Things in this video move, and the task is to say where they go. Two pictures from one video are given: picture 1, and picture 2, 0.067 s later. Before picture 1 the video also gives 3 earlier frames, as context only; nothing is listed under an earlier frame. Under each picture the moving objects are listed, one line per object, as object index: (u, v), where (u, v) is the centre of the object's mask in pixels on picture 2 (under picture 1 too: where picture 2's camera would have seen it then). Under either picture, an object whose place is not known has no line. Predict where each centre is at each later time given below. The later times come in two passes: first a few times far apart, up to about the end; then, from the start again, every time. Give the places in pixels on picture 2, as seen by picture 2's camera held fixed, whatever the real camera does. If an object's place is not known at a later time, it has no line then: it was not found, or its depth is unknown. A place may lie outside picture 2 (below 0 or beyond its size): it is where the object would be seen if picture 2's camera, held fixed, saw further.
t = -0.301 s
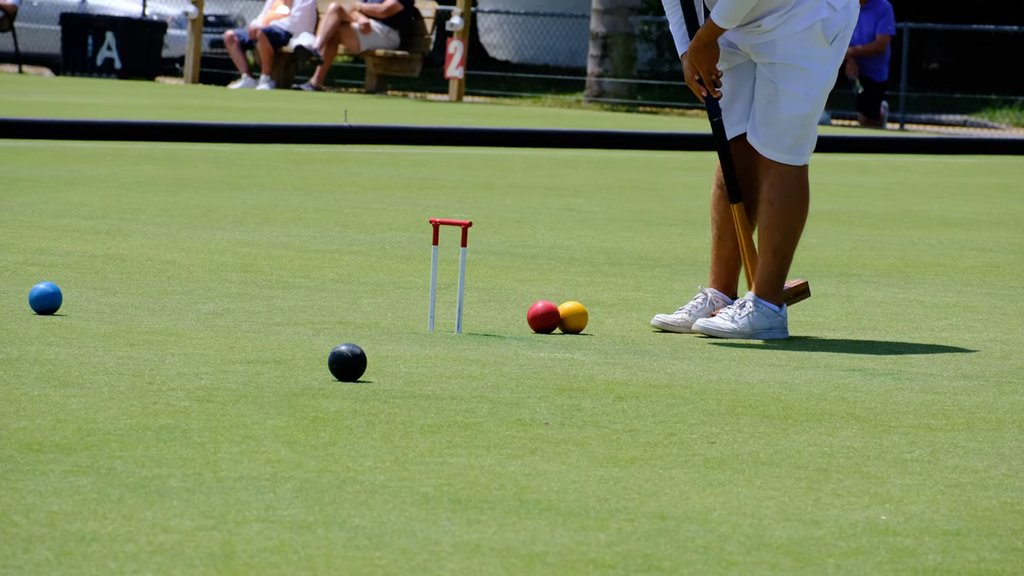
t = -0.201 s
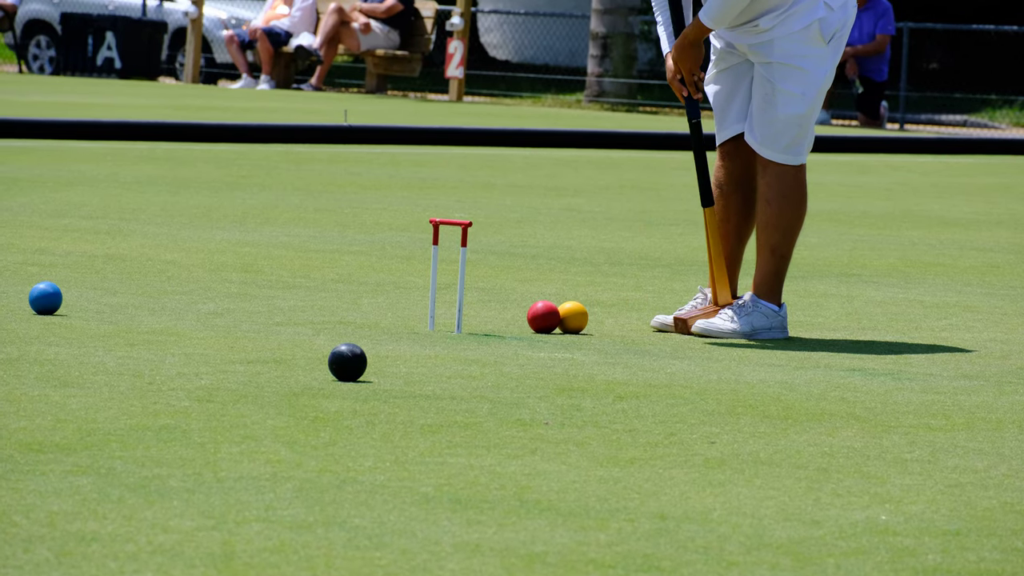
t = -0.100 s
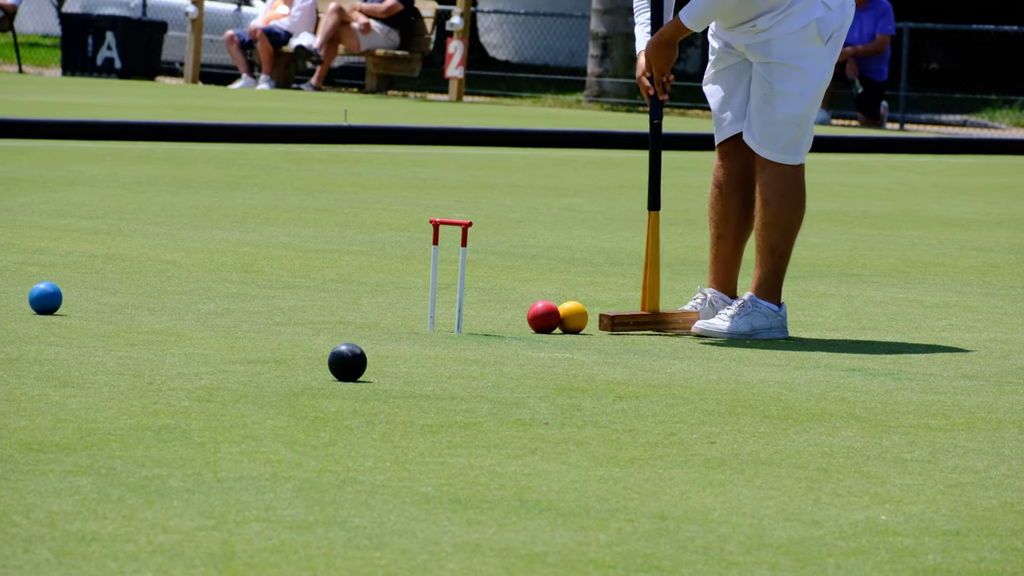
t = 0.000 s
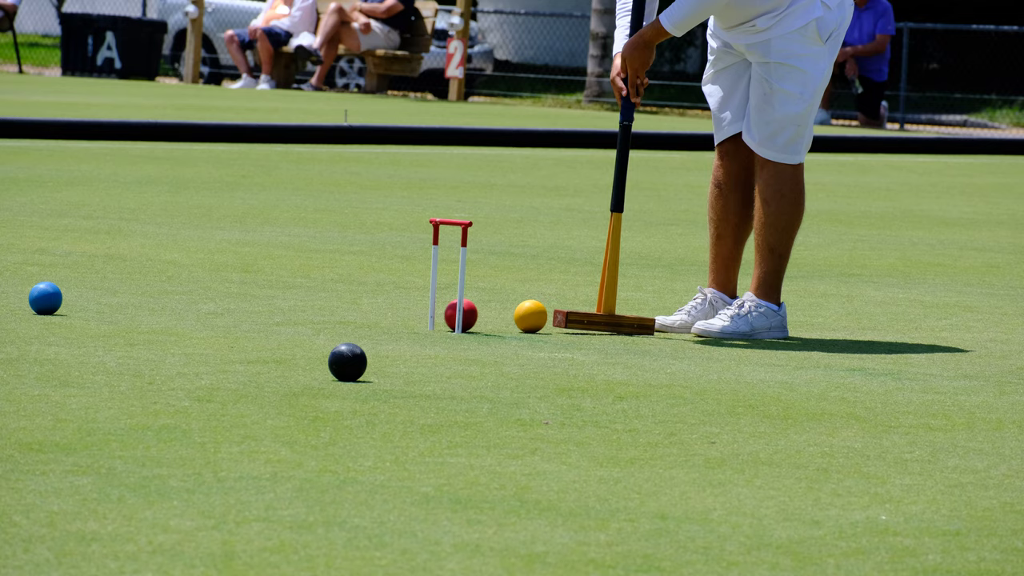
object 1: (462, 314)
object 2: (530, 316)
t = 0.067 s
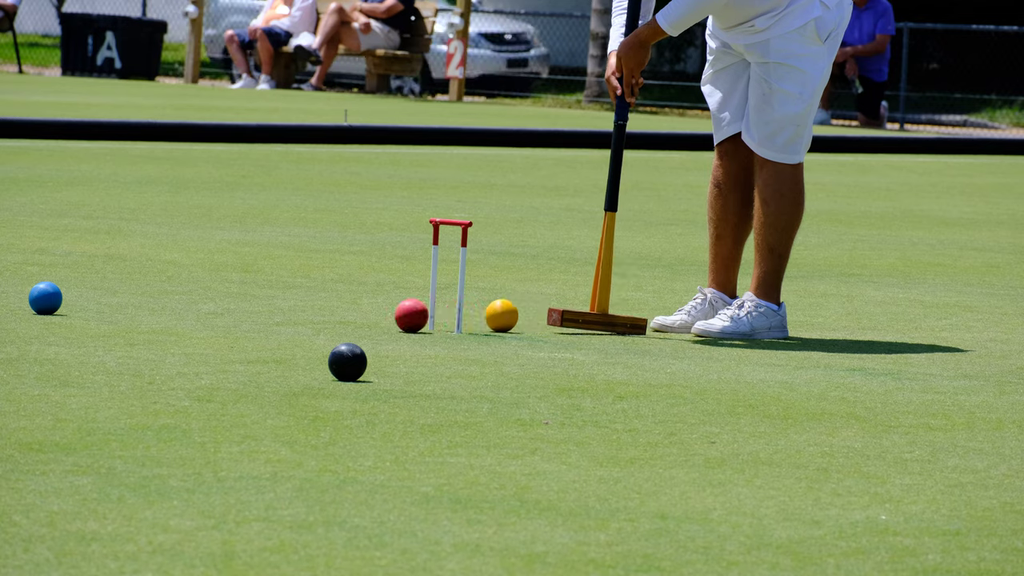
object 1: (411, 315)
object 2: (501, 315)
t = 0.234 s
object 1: (314, 317)
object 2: (445, 315)
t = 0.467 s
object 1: (189, 319)
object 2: (435, 315)
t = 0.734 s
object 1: (46, 320)
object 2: (421, 315)
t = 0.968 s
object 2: (414, 315)
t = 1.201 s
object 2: (411, 315)
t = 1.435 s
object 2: (411, 315)
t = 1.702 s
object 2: (411, 315)
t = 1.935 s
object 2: (411, 315)
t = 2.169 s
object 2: (411, 315)
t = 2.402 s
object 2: (411, 315)
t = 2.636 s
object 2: (411, 315)
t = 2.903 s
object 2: (411, 315)
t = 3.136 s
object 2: (411, 315)
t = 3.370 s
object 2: (411, 315)
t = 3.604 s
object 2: (411, 315)
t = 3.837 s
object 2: (411, 315)
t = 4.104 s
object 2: (411, 315)
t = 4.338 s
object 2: (411, 315)
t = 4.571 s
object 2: (411, 315)
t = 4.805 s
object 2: (411, 315)
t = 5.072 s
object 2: (411, 315)
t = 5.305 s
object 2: (411, 315)
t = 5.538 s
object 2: (411, 315)
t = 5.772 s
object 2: (411, 315)
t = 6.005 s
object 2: (411, 315)
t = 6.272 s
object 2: (411, 315)
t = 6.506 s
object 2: (411, 315)
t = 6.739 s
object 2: (411, 315)
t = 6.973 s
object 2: (411, 315)
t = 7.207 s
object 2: (411, 315)
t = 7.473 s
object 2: (411, 315)
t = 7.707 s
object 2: (411, 315)
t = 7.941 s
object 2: (411, 315)
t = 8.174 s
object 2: (411, 315)
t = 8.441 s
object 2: (411, 315)
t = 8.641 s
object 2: (411, 315)
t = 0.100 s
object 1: (390, 316)
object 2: (488, 315)
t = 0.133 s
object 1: (370, 317)
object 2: (477, 315)
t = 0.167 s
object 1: (351, 316)
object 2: (465, 315)
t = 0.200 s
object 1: (332, 317)
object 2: (446, 314)
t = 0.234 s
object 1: (314, 317)
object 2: (445, 315)
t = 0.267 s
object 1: (296, 317)
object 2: (444, 315)
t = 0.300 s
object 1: (278, 318)
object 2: (443, 315)
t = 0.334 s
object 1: (260, 317)
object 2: (442, 315)
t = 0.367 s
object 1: (242, 319)
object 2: (441, 315)
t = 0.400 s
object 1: (224, 318)
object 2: (439, 315)
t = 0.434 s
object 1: (206, 319)
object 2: (437, 315)
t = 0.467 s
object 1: (189, 319)
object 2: (435, 315)
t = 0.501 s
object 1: (171, 319)
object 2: (433, 315)
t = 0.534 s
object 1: (153, 319)
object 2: (431, 315)
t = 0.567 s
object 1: (135, 320)
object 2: (429, 315)
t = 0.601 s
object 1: (117, 320)
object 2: (428, 315)
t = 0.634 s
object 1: (99, 320)
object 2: (426, 315)
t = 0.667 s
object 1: (82, 320)
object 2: (425, 315)
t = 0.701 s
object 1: (64, 320)
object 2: (423, 315)
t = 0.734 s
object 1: (46, 320)
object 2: (421, 315)
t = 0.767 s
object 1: (28, 320)
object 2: (420, 315)
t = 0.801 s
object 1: (13, 321)
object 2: (419, 315)
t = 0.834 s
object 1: (4, 321)
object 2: (418, 315)
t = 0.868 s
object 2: (417, 315)
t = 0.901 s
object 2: (416, 315)
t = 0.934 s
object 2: (415, 315)
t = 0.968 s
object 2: (414, 315)
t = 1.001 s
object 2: (414, 315)
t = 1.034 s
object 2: (413, 315)
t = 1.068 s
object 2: (412, 315)
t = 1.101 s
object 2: (412, 315)
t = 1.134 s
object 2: (411, 315)
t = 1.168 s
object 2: (411, 315)
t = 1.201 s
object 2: (411, 315)
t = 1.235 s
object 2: (411, 315)
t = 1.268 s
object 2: (411, 315)
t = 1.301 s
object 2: (411, 315)
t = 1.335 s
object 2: (411, 315)
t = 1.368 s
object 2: (411, 315)
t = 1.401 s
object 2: (411, 315)
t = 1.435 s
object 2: (411, 315)
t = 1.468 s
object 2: (411, 315)
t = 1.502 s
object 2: (411, 315)
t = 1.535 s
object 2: (411, 315)
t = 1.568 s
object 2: (411, 315)
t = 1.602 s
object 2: (411, 315)
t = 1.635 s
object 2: (411, 315)
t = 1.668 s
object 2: (411, 315)
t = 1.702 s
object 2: (411, 315)
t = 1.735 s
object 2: (411, 315)
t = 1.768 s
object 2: (411, 315)
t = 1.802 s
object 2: (411, 315)
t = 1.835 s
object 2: (411, 315)
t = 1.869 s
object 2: (411, 315)
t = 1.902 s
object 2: (411, 315)
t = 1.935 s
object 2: (411, 315)
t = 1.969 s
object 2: (411, 315)
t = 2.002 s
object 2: (411, 315)
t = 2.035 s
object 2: (411, 315)
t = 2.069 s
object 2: (411, 315)
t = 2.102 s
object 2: (411, 315)
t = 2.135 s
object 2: (411, 315)
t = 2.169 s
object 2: (411, 315)
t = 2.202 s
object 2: (411, 315)
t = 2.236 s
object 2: (411, 315)
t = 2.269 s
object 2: (411, 315)
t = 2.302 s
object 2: (411, 315)
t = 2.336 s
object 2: (411, 315)
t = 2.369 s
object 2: (411, 315)
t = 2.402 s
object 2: (411, 315)
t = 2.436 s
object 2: (411, 315)
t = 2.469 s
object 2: (411, 315)
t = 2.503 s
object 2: (411, 315)
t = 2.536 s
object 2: (411, 315)
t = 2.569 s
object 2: (411, 315)
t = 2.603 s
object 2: (411, 315)
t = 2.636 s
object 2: (411, 315)
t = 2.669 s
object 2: (411, 315)
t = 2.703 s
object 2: (411, 315)
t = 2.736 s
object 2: (411, 315)
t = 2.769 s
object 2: (411, 315)
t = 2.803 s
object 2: (411, 315)
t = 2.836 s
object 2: (411, 315)
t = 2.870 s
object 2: (411, 315)
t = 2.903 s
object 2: (411, 315)
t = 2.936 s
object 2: (411, 315)
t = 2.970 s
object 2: (411, 315)
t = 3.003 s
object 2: (411, 315)
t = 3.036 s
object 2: (411, 315)
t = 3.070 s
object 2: (411, 315)
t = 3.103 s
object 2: (411, 315)
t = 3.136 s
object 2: (411, 315)
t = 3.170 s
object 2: (411, 315)
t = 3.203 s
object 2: (411, 315)
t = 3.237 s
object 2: (411, 315)
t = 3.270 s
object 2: (411, 315)
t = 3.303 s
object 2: (411, 315)
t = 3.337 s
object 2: (411, 315)
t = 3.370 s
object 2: (411, 315)
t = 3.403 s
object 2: (411, 315)
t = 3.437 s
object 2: (411, 315)
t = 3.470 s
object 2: (411, 315)
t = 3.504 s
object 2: (411, 315)
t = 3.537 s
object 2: (411, 315)
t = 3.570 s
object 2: (411, 315)
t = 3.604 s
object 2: (411, 315)
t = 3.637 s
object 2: (411, 315)
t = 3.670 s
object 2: (411, 315)
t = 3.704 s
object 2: (411, 315)
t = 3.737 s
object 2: (411, 315)
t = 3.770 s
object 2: (411, 315)
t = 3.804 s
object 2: (411, 315)
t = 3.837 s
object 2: (411, 315)
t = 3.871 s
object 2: (411, 315)
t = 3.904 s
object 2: (411, 315)
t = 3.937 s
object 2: (411, 315)
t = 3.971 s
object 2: (411, 315)
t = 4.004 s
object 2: (411, 315)
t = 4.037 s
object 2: (411, 315)
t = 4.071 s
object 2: (411, 315)
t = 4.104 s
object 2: (411, 315)
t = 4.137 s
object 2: (411, 315)
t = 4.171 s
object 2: (411, 315)
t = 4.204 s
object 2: (411, 315)
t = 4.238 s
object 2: (411, 315)
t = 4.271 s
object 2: (411, 315)
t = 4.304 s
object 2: (411, 315)
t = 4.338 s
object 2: (411, 315)
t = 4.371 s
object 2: (411, 315)
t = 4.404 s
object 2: (411, 315)
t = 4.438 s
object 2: (411, 315)
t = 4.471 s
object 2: (411, 315)
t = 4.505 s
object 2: (411, 315)
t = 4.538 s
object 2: (411, 315)
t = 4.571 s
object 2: (411, 315)
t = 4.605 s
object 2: (411, 315)
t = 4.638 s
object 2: (411, 315)
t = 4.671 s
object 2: (411, 315)
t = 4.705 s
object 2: (411, 315)
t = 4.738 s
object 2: (411, 315)
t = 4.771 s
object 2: (411, 315)
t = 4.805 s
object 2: (411, 315)
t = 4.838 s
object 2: (411, 315)
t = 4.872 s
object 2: (411, 315)
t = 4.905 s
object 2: (411, 315)
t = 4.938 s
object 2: (411, 315)
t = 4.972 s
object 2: (411, 315)
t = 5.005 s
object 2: (411, 315)
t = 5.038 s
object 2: (411, 315)
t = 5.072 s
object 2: (411, 315)
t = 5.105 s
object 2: (411, 315)
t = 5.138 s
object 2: (411, 315)
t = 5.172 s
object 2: (411, 315)
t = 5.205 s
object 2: (411, 315)
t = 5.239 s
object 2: (411, 315)
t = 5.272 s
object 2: (411, 315)
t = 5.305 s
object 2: (411, 315)
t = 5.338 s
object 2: (411, 315)
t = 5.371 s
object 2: (411, 315)
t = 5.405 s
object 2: (411, 315)
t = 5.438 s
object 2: (411, 315)
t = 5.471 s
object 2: (411, 315)
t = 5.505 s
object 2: (411, 315)
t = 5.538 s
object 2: (411, 315)
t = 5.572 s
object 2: (411, 315)
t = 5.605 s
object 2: (411, 315)
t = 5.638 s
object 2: (411, 315)
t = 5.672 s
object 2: (411, 315)
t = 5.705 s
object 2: (411, 315)
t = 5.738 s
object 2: (411, 315)
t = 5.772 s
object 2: (411, 315)
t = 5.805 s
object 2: (411, 315)
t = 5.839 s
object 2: (411, 315)
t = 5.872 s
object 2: (411, 315)
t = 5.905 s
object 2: (411, 315)
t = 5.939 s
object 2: (411, 315)
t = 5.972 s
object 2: (411, 315)
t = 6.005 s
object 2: (411, 315)
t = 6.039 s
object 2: (411, 315)
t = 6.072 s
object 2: (411, 315)
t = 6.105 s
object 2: (411, 315)
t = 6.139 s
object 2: (411, 315)
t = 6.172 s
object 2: (411, 315)
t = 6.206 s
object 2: (411, 315)
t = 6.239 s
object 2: (411, 315)
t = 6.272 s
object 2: (411, 315)
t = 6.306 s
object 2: (411, 315)
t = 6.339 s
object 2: (411, 315)
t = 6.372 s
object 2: (411, 315)
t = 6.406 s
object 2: (411, 315)
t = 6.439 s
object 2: (411, 315)
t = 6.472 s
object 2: (411, 315)
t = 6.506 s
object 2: (411, 315)
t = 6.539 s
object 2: (411, 315)
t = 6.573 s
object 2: (411, 315)
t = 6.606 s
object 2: (411, 315)
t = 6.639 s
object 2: (411, 315)
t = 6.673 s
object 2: (411, 315)
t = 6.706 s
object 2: (411, 315)
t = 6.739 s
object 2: (411, 315)
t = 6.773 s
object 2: (411, 315)
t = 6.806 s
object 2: (411, 315)
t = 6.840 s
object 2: (411, 315)
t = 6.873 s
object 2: (411, 315)
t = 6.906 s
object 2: (411, 315)
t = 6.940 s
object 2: (411, 315)
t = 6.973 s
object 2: (411, 315)
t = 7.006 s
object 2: (411, 315)
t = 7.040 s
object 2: (411, 315)
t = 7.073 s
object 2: (411, 315)
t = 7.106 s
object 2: (411, 315)
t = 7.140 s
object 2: (411, 315)
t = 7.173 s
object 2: (411, 315)
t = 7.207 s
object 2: (411, 315)
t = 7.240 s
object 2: (411, 315)
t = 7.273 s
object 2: (411, 315)
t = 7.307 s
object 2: (411, 315)
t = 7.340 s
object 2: (411, 315)
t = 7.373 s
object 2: (411, 315)
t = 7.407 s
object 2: (411, 315)
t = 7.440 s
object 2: (411, 315)
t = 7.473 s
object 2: (411, 315)
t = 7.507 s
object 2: (411, 315)
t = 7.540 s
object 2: (411, 315)
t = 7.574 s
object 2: (411, 315)
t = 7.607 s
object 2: (411, 315)
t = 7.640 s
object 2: (411, 315)
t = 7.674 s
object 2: (411, 315)
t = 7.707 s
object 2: (411, 315)
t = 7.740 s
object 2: (411, 315)
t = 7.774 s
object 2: (411, 315)
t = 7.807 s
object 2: (411, 315)
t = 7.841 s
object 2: (411, 315)
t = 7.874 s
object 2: (411, 315)
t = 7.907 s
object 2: (411, 315)
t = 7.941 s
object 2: (411, 315)
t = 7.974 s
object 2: (411, 315)
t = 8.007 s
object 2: (411, 315)
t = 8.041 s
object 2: (411, 315)
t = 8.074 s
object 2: (411, 315)
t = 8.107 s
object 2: (411, 315)
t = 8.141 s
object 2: (411, 315)
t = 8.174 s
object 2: (411, 315)
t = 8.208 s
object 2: (411, 315)
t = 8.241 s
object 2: (411, 315)
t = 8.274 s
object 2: (411, 315)
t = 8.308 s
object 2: (411, 315)
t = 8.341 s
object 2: (411, 315)
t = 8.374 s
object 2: (411, 315)
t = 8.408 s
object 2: (411, 315)
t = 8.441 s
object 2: (411, 315)
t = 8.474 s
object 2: (411, 315)
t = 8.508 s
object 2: (411, 315)
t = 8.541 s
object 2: (411, 315)
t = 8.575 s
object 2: (411, 315)
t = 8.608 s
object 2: (411, 315)
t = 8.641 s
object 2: (411, 315)
